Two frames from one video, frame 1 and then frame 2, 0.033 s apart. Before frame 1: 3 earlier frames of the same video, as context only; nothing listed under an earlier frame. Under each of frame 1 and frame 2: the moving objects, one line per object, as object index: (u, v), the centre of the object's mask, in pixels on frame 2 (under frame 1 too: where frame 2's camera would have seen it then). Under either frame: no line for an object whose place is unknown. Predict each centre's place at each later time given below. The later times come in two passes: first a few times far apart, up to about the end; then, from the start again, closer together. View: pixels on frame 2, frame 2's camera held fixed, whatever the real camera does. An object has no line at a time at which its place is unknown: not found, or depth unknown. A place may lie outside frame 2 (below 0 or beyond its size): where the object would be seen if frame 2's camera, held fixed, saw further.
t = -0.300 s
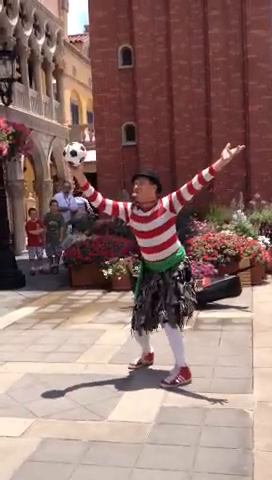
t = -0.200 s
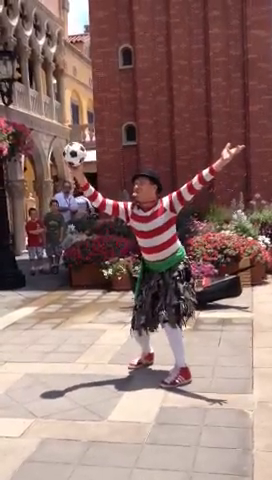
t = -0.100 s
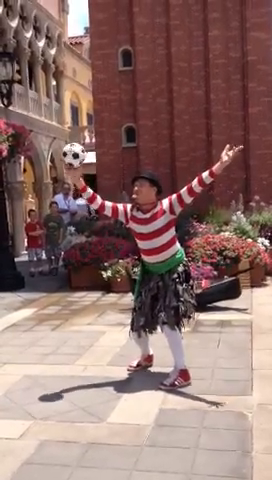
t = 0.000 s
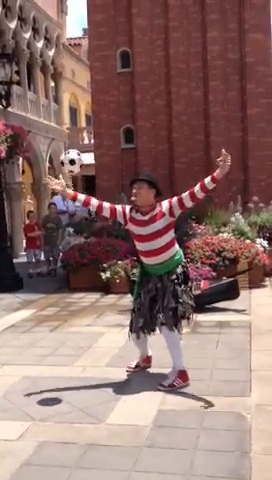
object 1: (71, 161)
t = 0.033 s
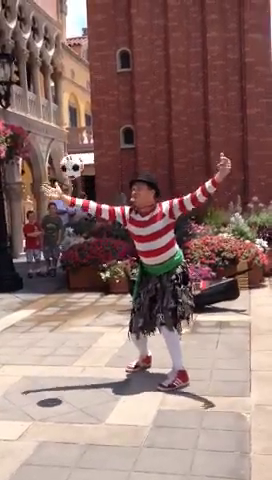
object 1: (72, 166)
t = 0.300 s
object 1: (75, 259)
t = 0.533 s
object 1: (80, 390)
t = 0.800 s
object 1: (77, 360)
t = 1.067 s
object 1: (79, 389)
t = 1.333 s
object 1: (83, 396)
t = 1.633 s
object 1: (85, 397)
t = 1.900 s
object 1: (85, 396)
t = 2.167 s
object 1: (85, 397)
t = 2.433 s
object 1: (85, 396)
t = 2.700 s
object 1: (85, 397)
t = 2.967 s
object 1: (85, 396)
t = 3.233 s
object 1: (85, 397)
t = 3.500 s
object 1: (85, 396)
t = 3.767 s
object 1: (85, 396)
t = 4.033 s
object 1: (85, 397)
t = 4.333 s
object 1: (85, 397)
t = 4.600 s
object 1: (85, 397)
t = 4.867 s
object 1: (85, 397)
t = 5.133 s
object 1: (85, 397)
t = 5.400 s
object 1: (85, 396)
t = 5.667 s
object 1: (85, 397)
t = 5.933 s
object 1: (85, 396)
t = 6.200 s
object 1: (85, 396)
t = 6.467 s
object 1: (85, 396)
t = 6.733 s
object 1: (85, 396)
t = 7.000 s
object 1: (85, 397)
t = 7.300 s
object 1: (84, 397)
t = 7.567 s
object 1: (85, 396)
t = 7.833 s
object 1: (84, 396)
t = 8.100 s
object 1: (84, 397)
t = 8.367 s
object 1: (85, 396)
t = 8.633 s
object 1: (85, 396)
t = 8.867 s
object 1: (85, 396)
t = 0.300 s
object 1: (75, 259)
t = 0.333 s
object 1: (75, 278)
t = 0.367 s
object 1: (76, 297)
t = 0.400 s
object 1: (77, 319)
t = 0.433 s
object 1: (78, 342)
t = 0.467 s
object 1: (79, 368)
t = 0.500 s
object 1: (79, 394)
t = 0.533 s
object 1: (80, 390)
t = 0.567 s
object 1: (79, 379)
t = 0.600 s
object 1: (79, 371)
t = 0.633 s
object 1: (79, 366)
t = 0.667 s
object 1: (78, 362)
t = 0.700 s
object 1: (77, 359)
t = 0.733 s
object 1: (77, 358)
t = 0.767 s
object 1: (77, 358)
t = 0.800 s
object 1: (77, 360)
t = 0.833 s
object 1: (77, 363)
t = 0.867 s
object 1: (77, 368)
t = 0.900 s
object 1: (77, 374)
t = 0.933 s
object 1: (78, 381)
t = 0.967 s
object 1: (79, 391)
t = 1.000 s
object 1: (79, 395)
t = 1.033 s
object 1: (79, 392)
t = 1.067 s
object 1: (79, 389)
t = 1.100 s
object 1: (80, 389)
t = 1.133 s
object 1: (80, 389)
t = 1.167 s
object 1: (81, 391)
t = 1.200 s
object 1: (81, 394)
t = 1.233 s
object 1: (82, 395)
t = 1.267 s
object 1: (82, 395)
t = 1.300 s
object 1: (83, 395)
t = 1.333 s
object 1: (83, 396)
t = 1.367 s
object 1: (83, 396)
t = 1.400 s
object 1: (83, 396)
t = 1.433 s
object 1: (84, 396)
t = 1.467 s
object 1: (84, 396)
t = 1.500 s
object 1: (84, 396)
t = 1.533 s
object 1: (85, 396)
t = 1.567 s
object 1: (85, 396)
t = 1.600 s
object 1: (85, 396)
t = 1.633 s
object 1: (85, 397)
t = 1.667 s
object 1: (85, 397)
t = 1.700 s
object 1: (85, 397)
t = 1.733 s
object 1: (85, 397)
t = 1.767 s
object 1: (85, 397)
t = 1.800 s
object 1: (85, 397)
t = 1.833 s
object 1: (85, 397)
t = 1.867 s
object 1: (85, 397)
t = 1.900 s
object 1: (85, 396)
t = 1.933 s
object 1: (85, 396)
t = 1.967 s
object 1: (85, 397)
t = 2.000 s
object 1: (85, 397)
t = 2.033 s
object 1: (85, 397)
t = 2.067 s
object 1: (85, 397)
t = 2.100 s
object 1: (85, 396)
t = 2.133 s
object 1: (85, 397)
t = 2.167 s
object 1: (85, 397)
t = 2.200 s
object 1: (85, 397)
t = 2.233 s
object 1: (85, 396)
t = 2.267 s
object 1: (85, 396)
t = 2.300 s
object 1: (85, 396)
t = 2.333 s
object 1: (85, 397)
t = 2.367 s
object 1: (85, 397)
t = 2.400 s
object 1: (85, 396)
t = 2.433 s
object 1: (85, 396)
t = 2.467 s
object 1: (85, 396)
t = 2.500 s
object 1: (85, 396)
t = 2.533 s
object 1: (85, 397)
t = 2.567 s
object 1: (85, 396)
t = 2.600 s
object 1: (85, 396)
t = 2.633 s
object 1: (85, 397)
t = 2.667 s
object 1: (85, 396)
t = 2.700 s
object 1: (85, 397)
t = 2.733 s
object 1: (85, 396)
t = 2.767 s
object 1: (85, 396)
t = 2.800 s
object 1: (85, 397)
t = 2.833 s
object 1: (85, 397)
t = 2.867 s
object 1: (85, 397)
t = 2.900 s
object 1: (85, 396)
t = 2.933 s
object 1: (85, 397)
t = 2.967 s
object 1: (85, 396)
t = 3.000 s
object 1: (85, 396)
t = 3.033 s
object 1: (84, 396)
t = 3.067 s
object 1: (85, 396)
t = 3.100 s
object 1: (85, 396)
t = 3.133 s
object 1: (85, 396)
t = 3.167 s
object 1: (85, 396)
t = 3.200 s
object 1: (85, 397)
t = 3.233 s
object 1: (85, 397)
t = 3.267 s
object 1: (85, 397)
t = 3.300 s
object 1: (85, 397)
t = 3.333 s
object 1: (85, 396)
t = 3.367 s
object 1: (85, 396)
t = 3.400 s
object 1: (85, 397)
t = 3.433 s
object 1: (85, 397)
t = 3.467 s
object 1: (85, 397)
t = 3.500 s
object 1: (85, 396)
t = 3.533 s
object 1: (85, 396)
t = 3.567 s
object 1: (85, 396)
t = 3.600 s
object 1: (85, 396)
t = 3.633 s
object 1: (85, 397)
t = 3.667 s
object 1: (85, 396)
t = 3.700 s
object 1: (85, 396)
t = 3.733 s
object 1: (85, 396)
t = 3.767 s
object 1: (85, 396)
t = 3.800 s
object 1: (85, 397)
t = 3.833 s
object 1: (85, 396)
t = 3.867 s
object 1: (85, 397)
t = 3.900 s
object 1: (85, 396)
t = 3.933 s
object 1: (85, 396)
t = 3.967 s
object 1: (85, 396)
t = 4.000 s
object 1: (85, 396)
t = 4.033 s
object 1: (85, 397)
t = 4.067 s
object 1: (85, 397)
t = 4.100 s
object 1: (85, 397)
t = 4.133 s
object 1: (85, 397)
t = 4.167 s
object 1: (85, 396)
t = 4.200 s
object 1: (85, 396)
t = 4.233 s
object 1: (85, 397)
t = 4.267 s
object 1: (85, 397)
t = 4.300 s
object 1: (85, 397)
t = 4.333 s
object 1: (85, 397)
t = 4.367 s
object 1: (85, 396)
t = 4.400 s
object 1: (85, 396)
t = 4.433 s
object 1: (85, 396)
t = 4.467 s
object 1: (85, 396)
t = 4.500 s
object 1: (85, 396)
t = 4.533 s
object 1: (85, 396)
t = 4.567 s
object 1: (84, 397)
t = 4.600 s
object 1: (85, 397)
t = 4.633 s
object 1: (85, 397)
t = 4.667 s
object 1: (84, 396)
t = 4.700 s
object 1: (85, 397)
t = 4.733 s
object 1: (85, 396)
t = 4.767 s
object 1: (85, 397)
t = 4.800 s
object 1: (85, 396)
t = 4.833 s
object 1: (85, 397)
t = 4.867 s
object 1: (85, 397)
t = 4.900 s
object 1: (85, 397)
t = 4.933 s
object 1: (85, 396)
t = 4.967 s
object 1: (85, 397)
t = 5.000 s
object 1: (85, 396)
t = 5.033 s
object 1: (85, 397)
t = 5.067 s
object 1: (85, 397)
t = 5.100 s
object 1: (85, 396)
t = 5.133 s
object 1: (85, 397)
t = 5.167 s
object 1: (85, 397)
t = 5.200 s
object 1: (85, 397)
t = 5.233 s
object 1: (85, 397)
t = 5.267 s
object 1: (85, 397)
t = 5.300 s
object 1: (85, 397)
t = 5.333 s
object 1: (85, 397)
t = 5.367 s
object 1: (85, 397)
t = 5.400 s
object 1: (85, 396)
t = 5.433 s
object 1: (85, 396)
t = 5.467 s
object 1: (85, 396)
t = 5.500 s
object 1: (85, 396)
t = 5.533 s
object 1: (84, 396)
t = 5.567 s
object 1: (84, 396)
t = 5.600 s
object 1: (85, 396)
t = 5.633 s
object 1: (85, 396)
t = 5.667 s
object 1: (85, 397)
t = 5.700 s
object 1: (85, 396)
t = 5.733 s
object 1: (85, 396)
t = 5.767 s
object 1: (85, 396)
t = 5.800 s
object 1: (85, 396)
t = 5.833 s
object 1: (84, 396)
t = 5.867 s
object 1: (84, 397)
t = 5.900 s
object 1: (84, 397)
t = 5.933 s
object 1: (85, 396)
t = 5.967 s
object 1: (85, 397)
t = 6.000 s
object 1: (85, 396)
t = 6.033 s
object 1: (85, 397)
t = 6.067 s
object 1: (85, 397)
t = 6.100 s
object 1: (85, 397)
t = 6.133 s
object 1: (85, 396)
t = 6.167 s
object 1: (85, 397)
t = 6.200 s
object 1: (85, 396)
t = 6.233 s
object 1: (85, 396)
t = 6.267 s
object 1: (85, 396)
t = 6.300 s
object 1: (85, 396)
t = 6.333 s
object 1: (85, 396)
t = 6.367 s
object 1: (85, 396)
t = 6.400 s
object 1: (85, 397)
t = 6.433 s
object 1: (85, 396)
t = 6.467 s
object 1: (85, 396)
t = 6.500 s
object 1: (85, 396)
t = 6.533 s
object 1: (85, 396)
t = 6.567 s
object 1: (85, 396)
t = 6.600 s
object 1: (85, 397)
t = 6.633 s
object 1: (85, 396)
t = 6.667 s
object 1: (85, 397)
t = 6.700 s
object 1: (85, 397)
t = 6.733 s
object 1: (85, 396)
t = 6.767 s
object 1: (85, 397)
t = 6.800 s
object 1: (85, 396)
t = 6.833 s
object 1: (85, 397)
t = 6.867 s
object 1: (85, 397)
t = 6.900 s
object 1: (85, 396)
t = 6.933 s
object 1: (85, 396)
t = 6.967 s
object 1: (85, 396)
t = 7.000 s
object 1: (85, 397)
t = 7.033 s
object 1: (85, 396)
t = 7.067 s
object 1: (85, 396)
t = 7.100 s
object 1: (85, 396)
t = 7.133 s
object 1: (85, 396)
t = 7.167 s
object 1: (85, 396)
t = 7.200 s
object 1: (85, 396)
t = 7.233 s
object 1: (85, 396)
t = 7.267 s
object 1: (85, 396)
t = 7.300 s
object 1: (84, 397)
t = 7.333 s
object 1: (85, 396)
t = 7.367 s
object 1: (85, 396)
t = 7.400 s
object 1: (85, 396)
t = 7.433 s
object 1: (84, 396)
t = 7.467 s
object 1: (84, 396)
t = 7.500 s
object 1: (85, 396)
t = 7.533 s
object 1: (85, 396)
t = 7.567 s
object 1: (85, 396)
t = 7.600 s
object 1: (84, 396)
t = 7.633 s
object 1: (84, 396)
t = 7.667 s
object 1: (84, 396)
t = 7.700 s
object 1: (84, 396)
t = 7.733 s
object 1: (84, 396)
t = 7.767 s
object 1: (84, 396)
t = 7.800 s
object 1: (84, 396)
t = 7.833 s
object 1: (84, 396)
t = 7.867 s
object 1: (85, 396)
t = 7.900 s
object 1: (84, 396)
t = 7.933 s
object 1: (84, 396)
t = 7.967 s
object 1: (85, 396)
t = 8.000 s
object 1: (85, 396)
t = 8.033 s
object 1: (84, 396)
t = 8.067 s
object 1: (85, 396)
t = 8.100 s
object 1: (84, 397)
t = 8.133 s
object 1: (84, 397)
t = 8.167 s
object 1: (85, 396)
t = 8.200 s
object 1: (85, 397)
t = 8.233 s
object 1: (84, 396)
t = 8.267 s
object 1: (85, 396)
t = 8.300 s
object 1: (85, 396)
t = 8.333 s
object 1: (85, 396)
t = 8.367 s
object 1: (85, 396)
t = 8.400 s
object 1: (85, 396)
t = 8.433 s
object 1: (84, 396)
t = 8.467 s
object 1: (85, 396)
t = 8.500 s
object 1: (85, 396)
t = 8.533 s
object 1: (85, 396)
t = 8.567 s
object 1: (85, 396)
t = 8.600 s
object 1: (85, 396)
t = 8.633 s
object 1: (85, 396)
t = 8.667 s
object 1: (85, 396)
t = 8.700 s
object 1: (84, 396)
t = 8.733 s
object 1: (85, 396)
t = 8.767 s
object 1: (85, 396)
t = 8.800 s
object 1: (85, 396)
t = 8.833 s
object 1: (85, 396)
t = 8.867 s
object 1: (85, 396)
